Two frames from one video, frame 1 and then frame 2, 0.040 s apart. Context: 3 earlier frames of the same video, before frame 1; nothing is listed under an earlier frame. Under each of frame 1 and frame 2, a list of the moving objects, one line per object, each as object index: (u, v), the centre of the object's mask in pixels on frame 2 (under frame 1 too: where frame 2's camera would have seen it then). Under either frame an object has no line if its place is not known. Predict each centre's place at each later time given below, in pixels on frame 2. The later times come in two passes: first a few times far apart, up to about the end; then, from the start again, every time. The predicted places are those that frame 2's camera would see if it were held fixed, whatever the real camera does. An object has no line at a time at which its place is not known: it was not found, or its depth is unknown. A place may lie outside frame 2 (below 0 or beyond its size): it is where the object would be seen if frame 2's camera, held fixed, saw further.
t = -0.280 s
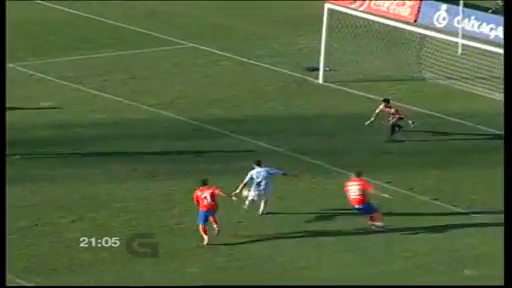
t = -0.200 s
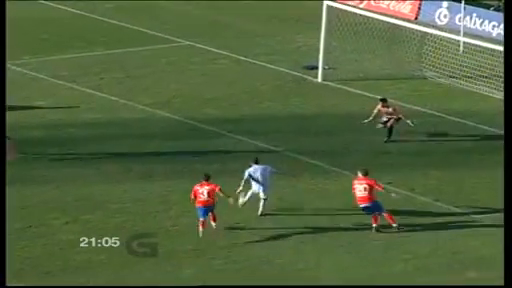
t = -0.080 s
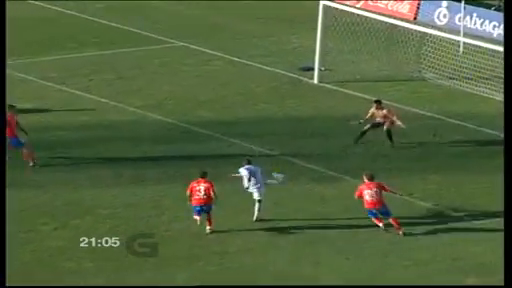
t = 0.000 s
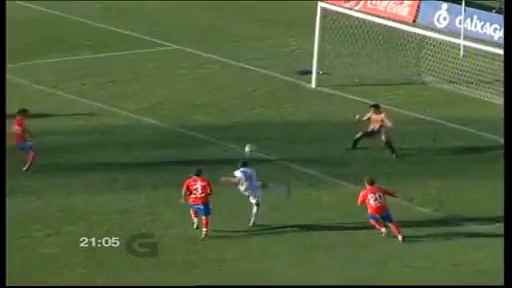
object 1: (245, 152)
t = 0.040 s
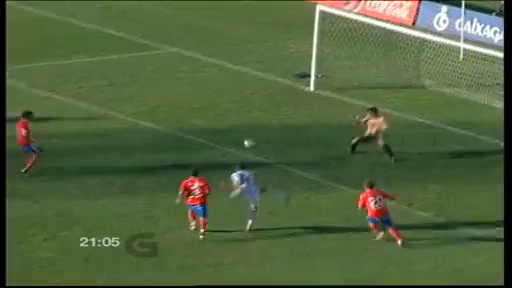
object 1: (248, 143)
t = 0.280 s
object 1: (245, 105)
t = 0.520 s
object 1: (234, 61)
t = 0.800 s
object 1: (214, 24)
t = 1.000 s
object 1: (196, 3)
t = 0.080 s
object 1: (248, 135)
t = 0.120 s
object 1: (248, 128)
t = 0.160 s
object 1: (248, 122)
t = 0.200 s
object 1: (248, 117)
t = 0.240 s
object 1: (248, 113)
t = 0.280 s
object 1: (245, 105)
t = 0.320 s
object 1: (245, 96)
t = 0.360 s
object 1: (243, 88)
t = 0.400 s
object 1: (242, 80)
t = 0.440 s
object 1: (239, 73)
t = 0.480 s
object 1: (237, 66)
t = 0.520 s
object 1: (234, 61)
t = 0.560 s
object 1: (231, 57)
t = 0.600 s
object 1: (229, 53)
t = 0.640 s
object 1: (226, 50)
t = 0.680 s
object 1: (223, 45)
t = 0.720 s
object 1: (220, 37)
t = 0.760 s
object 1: (218, 30)
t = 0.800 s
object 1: (214, 24)
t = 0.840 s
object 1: (211, 18)
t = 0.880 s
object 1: (207, 13)
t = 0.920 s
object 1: (203, 10)
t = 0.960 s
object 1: (200, 6)
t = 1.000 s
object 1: (196, 3)
